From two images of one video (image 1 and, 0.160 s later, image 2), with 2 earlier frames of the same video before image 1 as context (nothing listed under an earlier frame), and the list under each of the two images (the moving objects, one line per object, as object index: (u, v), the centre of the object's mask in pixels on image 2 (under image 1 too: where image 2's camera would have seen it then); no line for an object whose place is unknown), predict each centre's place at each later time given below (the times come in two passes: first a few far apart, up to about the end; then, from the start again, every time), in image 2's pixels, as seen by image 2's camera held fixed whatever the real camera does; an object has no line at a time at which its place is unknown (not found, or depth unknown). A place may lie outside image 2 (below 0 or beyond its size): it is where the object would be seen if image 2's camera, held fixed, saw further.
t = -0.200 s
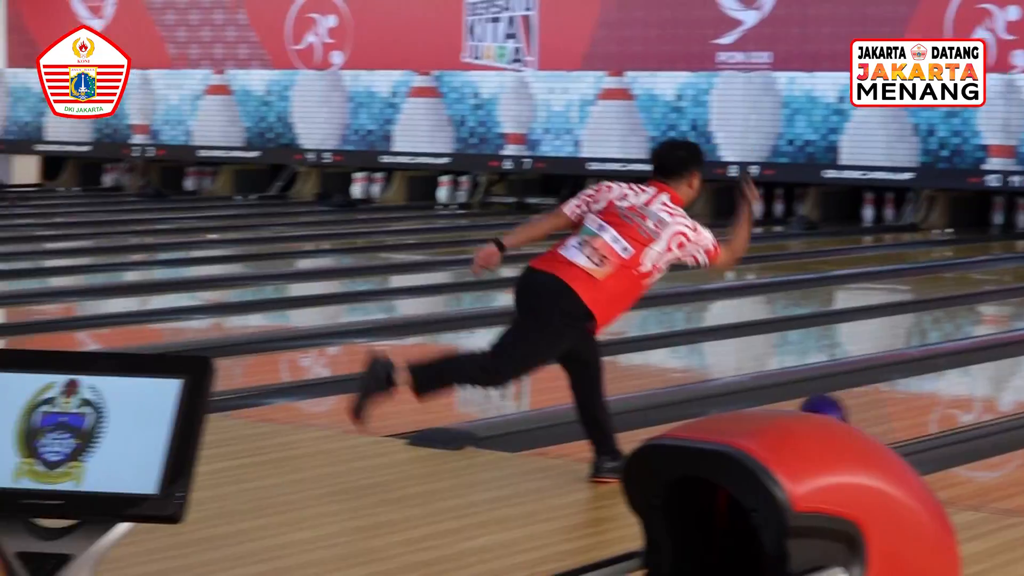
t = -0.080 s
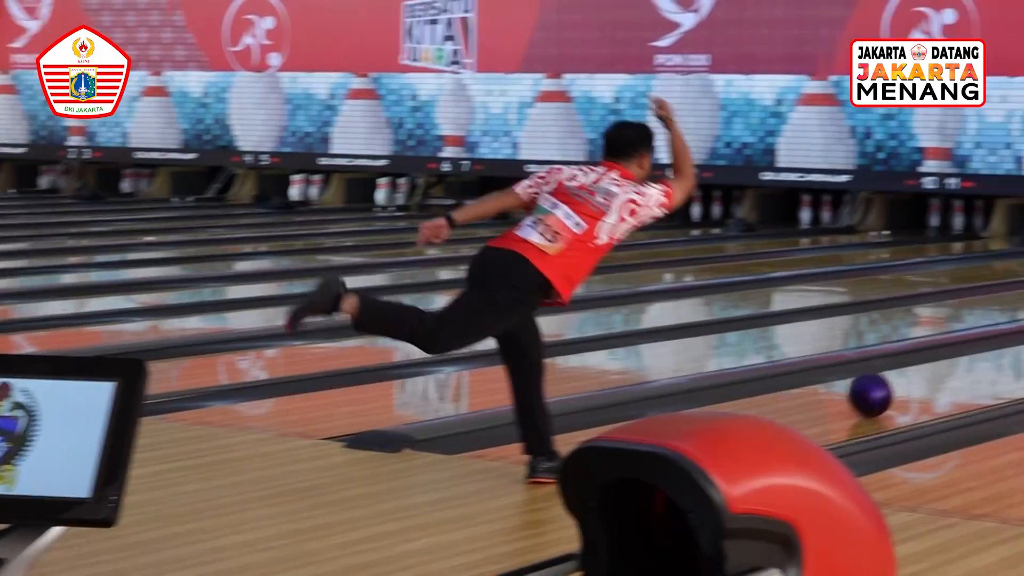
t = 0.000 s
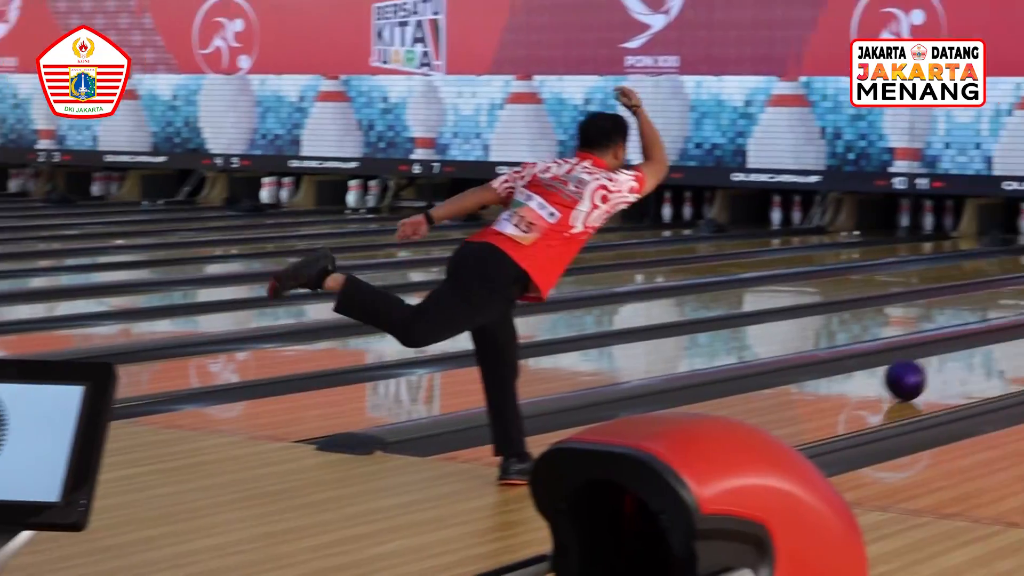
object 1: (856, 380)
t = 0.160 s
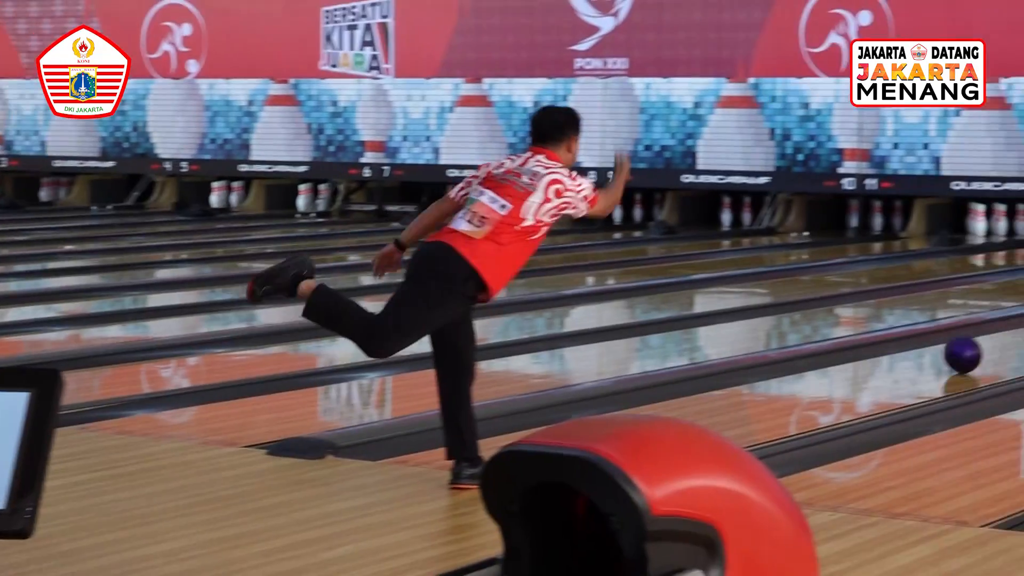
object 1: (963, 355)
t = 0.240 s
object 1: (1009, 343)
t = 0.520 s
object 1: (1145, 312)
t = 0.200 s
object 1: (986, 349)
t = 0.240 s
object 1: (1009, 343)
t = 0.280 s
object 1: (1031, 338)
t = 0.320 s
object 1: (1051, 334)
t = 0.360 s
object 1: (1072, 329)
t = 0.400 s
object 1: (1091, 325)
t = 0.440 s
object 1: (1109, 321)
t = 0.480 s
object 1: (1128, 316)
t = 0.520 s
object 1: (1145, 312)
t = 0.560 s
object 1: (1162, 308)
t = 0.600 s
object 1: (1179, 304)
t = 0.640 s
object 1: (1195, 301)
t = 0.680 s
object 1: (1210, 297)
